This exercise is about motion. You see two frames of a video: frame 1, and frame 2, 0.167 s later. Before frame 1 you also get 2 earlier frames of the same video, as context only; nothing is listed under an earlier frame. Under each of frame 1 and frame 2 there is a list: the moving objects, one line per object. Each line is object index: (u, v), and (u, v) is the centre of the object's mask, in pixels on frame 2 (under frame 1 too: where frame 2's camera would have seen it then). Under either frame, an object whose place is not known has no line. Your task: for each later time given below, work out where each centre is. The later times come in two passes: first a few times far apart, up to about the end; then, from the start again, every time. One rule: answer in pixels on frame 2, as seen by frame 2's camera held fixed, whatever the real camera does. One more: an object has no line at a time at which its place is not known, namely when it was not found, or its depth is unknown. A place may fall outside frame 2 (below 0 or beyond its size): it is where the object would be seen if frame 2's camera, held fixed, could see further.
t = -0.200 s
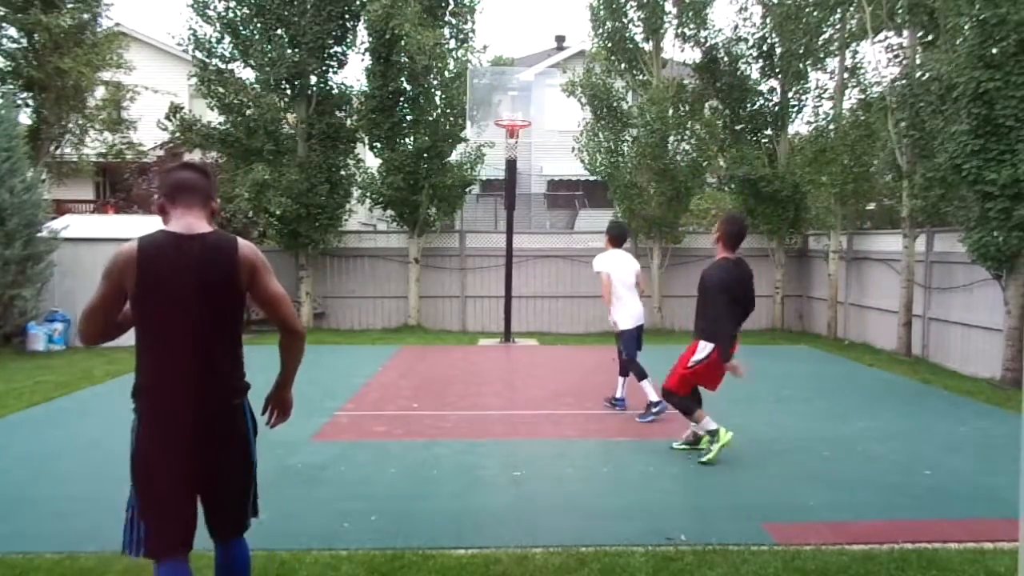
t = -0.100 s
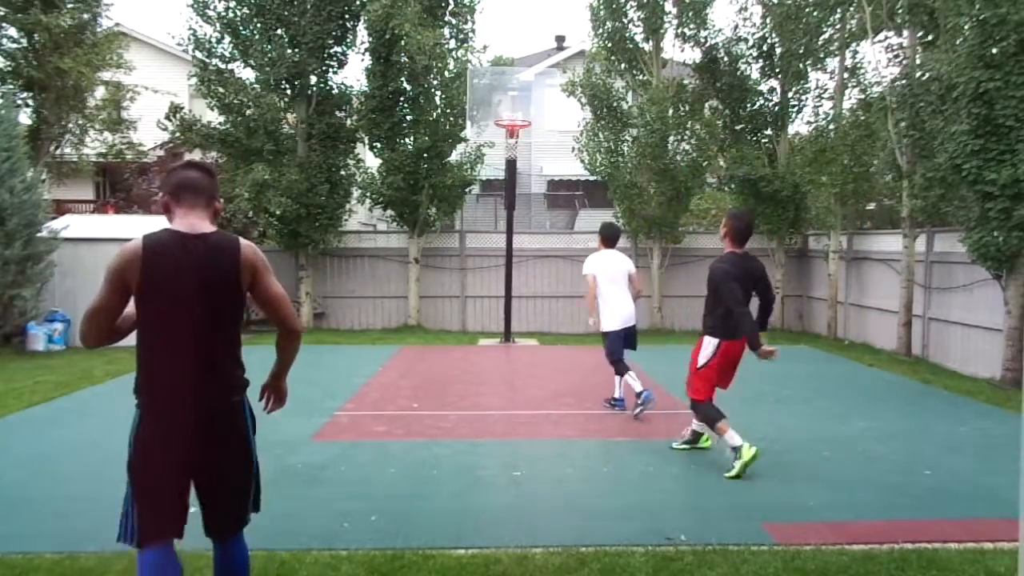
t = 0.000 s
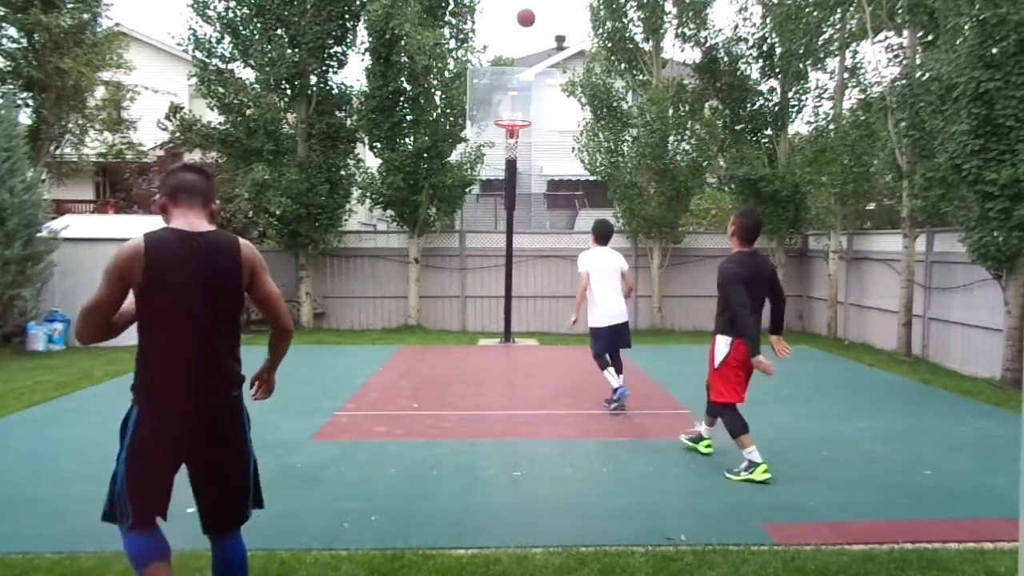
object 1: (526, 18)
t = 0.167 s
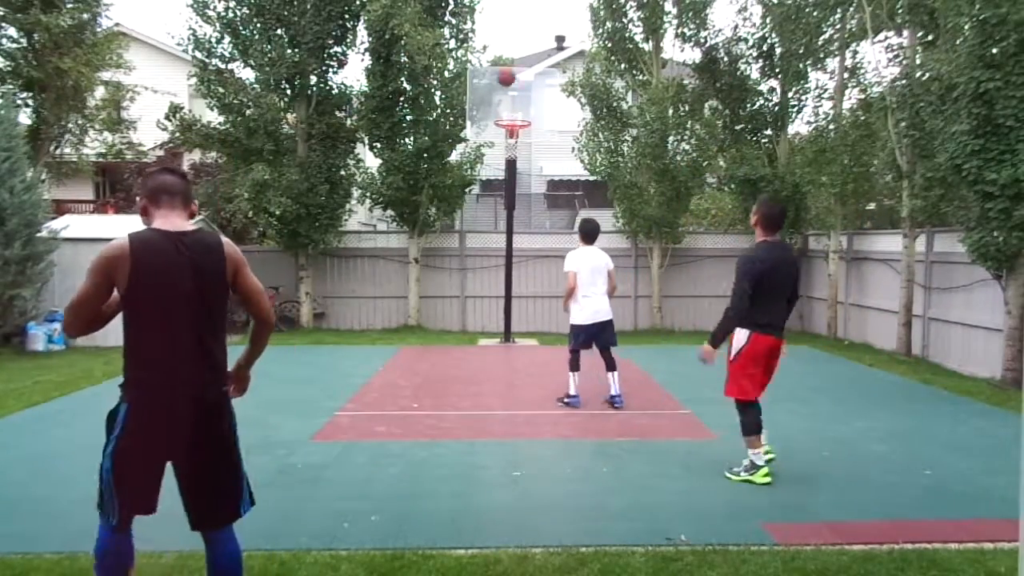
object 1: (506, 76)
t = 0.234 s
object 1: (498, 104)
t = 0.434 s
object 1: (501, 85)
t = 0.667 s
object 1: (508, 68)
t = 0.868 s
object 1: (516, 87)
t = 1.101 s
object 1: (524, 152)
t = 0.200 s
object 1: (502, 90)
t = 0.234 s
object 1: (498, 104)
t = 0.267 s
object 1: (496, 114)
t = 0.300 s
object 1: (497, 107)
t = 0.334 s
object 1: (498, 101)
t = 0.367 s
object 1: (499, 96)
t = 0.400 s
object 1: (499, 90)
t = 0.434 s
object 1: (501, 85)
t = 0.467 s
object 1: (502, 80)
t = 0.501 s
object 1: (503, 75)
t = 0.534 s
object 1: (504, 72)
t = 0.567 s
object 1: (505, 70)
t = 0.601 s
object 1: (506, 69)
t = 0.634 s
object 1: (507, 68)
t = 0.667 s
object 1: (508, 68)
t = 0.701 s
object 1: (509, 69)
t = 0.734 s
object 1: (510, 70)
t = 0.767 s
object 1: (512, 73)
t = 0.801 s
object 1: (513, 77)
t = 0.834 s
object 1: (515, 82)
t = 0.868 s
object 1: (516, 87)
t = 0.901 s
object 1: (517, 94)
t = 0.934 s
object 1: (518, 101)
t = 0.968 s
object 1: (520, 110)
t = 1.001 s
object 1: (521, 119)
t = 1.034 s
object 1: (521, 130)
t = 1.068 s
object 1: (523, 140)
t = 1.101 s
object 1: (524, 152)
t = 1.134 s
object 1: (526, 166)
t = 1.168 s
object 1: (527, 180)
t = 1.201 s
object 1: (529, 195)
